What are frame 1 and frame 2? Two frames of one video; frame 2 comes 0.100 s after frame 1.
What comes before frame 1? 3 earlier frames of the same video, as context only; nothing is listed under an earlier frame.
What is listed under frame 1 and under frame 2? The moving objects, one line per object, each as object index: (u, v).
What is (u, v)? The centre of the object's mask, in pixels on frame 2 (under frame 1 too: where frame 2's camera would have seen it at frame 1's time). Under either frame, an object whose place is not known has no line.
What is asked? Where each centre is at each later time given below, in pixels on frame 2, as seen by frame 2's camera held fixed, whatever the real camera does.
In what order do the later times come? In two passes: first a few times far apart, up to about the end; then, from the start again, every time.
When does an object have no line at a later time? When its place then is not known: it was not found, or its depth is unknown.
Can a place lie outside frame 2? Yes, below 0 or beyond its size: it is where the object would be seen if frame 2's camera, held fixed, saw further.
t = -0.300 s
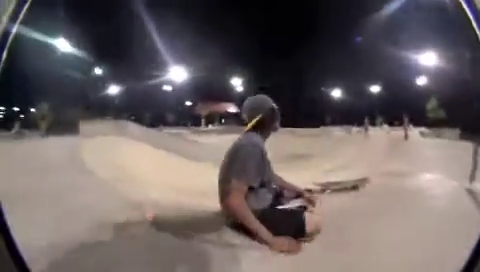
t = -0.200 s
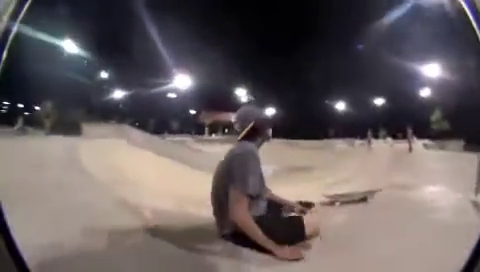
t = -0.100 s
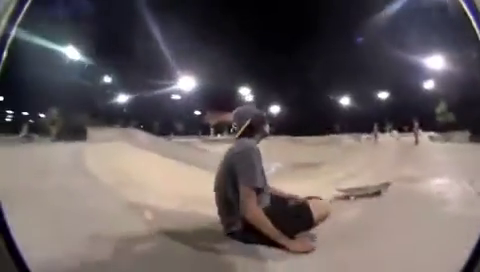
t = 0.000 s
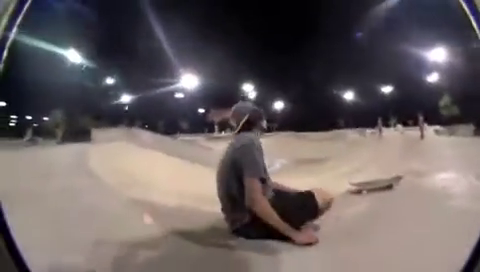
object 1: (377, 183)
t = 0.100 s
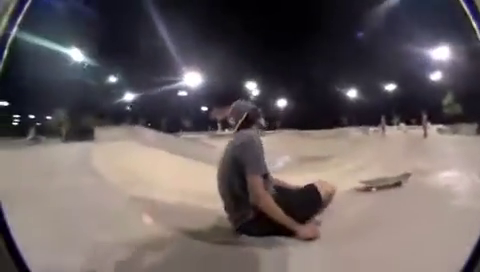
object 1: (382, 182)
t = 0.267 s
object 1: (392, 181)
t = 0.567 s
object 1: (408, 176)
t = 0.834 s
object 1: (417, 176)
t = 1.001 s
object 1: (422, 174)
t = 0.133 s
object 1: (385, 181)
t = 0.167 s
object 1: (387, 181)
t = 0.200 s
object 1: (388, 181)
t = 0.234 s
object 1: (390, 180)
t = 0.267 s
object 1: (392, 181)
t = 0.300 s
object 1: (392, 181)
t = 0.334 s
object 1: (394, 181)
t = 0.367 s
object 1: (395, 180)
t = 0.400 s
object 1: (398, 178)
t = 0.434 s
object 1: (399, 178)
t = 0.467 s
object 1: (401, 178)
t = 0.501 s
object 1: (405, 177)
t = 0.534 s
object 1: (407, 176)
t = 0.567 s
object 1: (408, 176)
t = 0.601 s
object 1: (409, 176)
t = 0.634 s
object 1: (411, 176)
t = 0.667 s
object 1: (412, 176)
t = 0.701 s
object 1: (413, 177)
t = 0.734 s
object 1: (414, 176)
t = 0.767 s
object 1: (416, 176)
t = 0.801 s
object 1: (416, 176)
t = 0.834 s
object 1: (417, 176)
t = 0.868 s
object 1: (418, 176)
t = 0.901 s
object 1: (419, 175)
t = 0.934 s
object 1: (420, 174)
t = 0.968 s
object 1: (421, 175)
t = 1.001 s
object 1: (422, 174)
